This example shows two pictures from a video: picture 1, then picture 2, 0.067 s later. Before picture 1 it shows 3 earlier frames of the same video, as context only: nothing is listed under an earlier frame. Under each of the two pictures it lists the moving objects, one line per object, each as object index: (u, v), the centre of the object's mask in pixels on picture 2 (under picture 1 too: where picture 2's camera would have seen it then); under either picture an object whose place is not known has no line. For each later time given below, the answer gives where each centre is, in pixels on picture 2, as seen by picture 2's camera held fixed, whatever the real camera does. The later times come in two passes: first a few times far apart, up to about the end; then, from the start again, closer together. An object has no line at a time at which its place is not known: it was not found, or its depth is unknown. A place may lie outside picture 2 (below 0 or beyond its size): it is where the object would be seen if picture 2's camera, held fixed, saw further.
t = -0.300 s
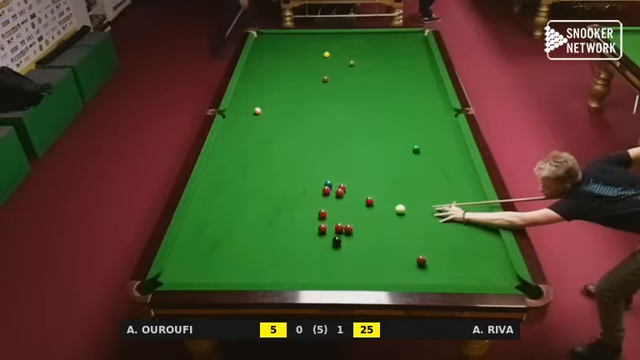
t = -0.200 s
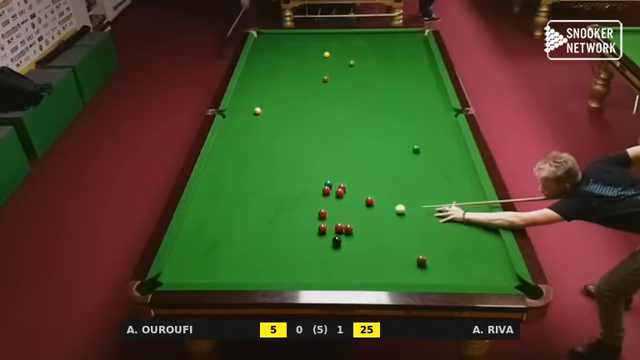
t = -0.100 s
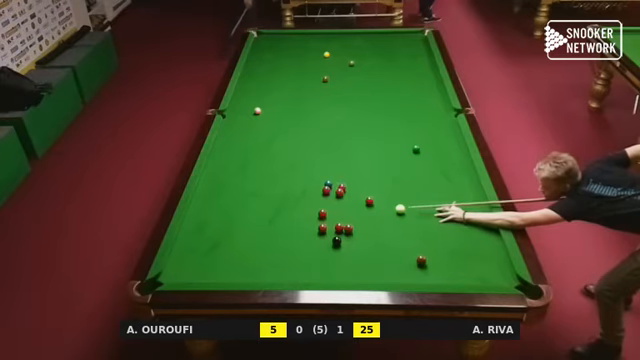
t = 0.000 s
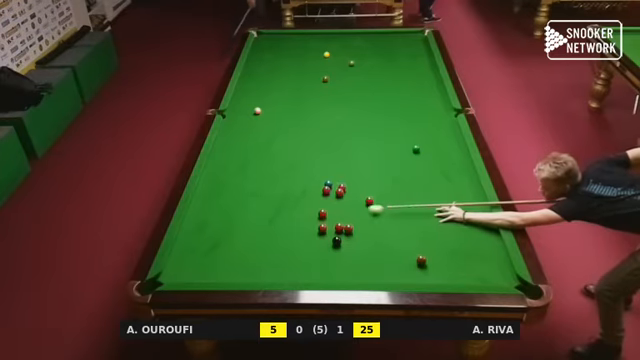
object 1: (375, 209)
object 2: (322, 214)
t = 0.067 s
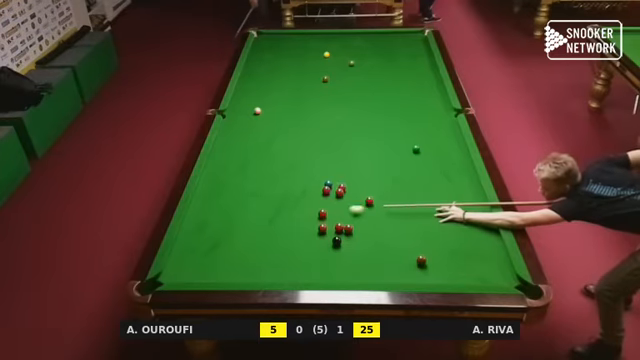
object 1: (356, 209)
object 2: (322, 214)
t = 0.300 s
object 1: (317, 202)
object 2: (295, 223)
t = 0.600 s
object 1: (284, 189)
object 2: (248, 239)
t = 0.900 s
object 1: (255, 177)
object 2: (200, 256)
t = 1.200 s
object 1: (228, 166)
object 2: (181, 271)
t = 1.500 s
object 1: (217, 157)
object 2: (208, 277)
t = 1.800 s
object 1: (237, 151)
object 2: (234, 273)
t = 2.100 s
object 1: (256, 145)
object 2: (259, 266)
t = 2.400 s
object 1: (273, 141)
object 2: (281, 261)
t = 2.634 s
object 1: (288, 136)
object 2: (301, 256)
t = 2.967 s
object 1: (302, 132)
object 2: (320, 251)
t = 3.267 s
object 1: (315, 128)
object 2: (335, 249)
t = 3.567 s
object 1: (326, 124)
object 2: (346, 250)
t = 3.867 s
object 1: (336, 121)
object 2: (356, 252)
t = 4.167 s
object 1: (346, 118)
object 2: (364, 253)
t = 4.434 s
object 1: (353, 116)
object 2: (370, 255)
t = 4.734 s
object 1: (361, 113)
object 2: (376, 255)
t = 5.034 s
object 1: (368, 112)
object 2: (380, 256)
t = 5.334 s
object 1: (374, 110)
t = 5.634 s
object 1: (379, 108)
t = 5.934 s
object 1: (383, 107)
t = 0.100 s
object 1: (347, 209)
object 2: (322, 214)
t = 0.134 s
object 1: (337, 210)
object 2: (322, 214)
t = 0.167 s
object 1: (329, 209)
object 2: (321, 214)
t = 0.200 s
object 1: (327, 207)
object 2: (314, 217)
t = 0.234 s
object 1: (324, 205)
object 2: (307, 219)
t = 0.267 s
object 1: (321, 204)
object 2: (301, 221)
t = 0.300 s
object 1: (317, 202)
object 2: (295, 223)
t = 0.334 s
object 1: (313, 200)
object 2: (290, 225)
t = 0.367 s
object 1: (309, 199)
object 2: (285, 227)
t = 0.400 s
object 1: (306, 197)
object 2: (280, 229)
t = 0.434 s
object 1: (302, 196)
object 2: (275, 230)
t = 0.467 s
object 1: (298, 194)
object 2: (269, 232)
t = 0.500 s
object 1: (295, 193)
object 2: (264, 234)
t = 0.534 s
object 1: (291, 191)
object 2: (259, 235)
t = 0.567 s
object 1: (288, 190)
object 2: (254, 237)
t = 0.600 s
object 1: (284, 189)
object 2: (248, 239)
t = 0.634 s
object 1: (281, 187)
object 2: (243, 241)
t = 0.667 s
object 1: (277, 186)
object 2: (238, 243)
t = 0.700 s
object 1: (274, 184)
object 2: (232, 245)
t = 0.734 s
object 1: (271, 183)
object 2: (227, 246)
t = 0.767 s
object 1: (268, 182)
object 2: (221, 248)
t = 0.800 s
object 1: (264, 180)
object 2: (216, 250)
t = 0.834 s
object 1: (261, 179)
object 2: (211, 252)
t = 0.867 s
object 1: (258, 178)
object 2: (205, 254)
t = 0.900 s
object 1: (255, 177)
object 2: (200, 256)
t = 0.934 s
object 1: (252, 176)
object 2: (194, 258)
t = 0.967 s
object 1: (249, 174)
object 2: (188, 260)
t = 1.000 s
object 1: (246, 173)
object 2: (182, 262)
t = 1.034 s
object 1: (243, 172)
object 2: (177, 264)
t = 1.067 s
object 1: (240, 171)
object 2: (171, 266)
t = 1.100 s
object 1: (237, 169)
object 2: (171, 268)
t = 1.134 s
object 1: (234, 168)
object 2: (174, 269)
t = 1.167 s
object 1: (231, 167)
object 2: (178, 270)
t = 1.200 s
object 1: (228, 166)
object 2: (181, 271)
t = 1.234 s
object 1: (226, 165)
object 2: (184, 272)
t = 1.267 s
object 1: (223, 164)
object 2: (186, 273)
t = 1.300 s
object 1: (220, 163)
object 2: (190, 274)
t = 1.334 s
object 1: (217, 162)
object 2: (193, 275)
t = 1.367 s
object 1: (215, 161)
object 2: (196, 276)
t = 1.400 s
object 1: (212, 160)
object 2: (199, 277)
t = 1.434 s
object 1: (212, 159)
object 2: (202, 277)
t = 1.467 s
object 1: (214, 158)
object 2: (205, 277)
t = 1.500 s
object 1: (217, 157)
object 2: (208, 277)
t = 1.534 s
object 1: (219, 157)
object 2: (211, 276)
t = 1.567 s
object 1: (221, 156)
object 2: (214, 276)
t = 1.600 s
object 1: (224, 155)
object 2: (217, 276)
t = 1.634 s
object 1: (226, 154)
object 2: (220, 275)
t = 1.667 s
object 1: (228, 154)
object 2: (223, 275)
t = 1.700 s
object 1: (231, 153)
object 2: (226, 274)
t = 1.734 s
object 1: (233, 152)
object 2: (228, 274)
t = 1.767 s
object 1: (235, 152)
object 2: (231, 273)
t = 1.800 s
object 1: (237, 151)
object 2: (234, 273)
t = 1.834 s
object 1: (239, 150)
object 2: (237, 272)
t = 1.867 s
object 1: (241, 150)
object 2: (239, 272)
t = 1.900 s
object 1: (244, 149)
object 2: (242, 271)
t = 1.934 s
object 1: (246, 149)
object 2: (245, 270)
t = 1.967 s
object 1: (248, 148)
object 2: (248, 269)
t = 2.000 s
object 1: (250, 147)
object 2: (250, 269)
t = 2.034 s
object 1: (252, 147)
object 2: (253, 268)
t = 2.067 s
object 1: (254, 146)
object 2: (256, 267)
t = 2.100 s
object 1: (256, 145)
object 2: (259, 266)
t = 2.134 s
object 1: (258, 145)
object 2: (261, 266)
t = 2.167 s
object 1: (260, 144)
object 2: (263, 265)
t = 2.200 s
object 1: (261, 144)
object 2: (266, 264)
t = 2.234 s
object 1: (263, 143)
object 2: (269, 264)
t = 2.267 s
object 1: (265, 143)
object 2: (271, 263)
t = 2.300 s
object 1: (267, 142)
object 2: (274, 263)
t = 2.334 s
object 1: (269, 141)
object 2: (276, 262)
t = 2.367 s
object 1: (271, 141)
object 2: (279, 262)
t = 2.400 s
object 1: (273, 141)
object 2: (281, 261)
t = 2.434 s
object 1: (274, 140)
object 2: (283, 260)
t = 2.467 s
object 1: (276, 140)
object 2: (285, 260)
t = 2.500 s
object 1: (278, 139)
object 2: (287, 259)
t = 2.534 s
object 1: (280, 138)
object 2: (290, 258)
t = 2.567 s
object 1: (283, 137)
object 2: (295, 257)
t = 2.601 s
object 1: (287, 136)
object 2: (299, 256)
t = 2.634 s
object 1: (288, 136)
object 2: (301, 256)
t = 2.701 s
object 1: (291, 135)
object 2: (305, 255)
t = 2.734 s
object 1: (293, 134)
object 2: (308, 254)
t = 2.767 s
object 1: (294, 134)
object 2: (310, 254)
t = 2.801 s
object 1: (296, 133)
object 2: (311, 253)
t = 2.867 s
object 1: (297, 133)
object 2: (314, 253)
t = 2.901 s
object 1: (299, 132)
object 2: (316, 252)
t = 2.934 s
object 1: (301, 132)
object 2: (318, 252)
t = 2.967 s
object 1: (302, 132)
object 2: (320, 251)
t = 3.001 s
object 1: (303, 131)
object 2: (322, 250)
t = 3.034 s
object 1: (305, 131)
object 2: (324, 250)
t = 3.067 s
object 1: (306, 130)
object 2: (326, 250)
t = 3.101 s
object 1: (308, 130)
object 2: (327, 249)
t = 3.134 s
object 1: (309, 129)
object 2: (330, 249)
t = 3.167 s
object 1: (311, 129)
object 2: (331, 248)
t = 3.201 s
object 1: (312, 129)
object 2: (333, 248)
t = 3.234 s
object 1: (313, 128)
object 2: (334, 248)
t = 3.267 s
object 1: (315, 128)
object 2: (335, 249)
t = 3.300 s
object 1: (316, 127)
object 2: (337, 249)
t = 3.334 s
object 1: (317, 127)
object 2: (338, 249)
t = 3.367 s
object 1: (319, 126)
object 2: (339, 249)
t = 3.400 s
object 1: (320, 126)
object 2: (340, 249)
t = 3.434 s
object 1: (321, 126)
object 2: (341, 249)
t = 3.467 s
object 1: (322, 125)
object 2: (343, 249)
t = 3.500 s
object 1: (324, 125)
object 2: (344, 250)
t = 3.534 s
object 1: (325, 125)
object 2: (345, 250)
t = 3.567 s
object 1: (326, 124)
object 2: (346, 250)
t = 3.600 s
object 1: (327, 124)
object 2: (348, 250)
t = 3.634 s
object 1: (328, 123)
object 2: (348, 251)
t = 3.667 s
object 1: (330, 123)
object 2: (350, 251)
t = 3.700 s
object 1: (331, 123)
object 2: (351, 251)
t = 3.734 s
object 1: (332, 122)
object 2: (352, 251)
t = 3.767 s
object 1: (333, 122)
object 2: (353, 251)
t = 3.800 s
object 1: (334, 122)
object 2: (354, 251)
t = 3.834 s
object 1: (335, 121)
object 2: (355, 252)
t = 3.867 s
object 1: (336, 121)
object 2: (356, 252)
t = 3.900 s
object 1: (337, 121)
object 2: (357, 252)
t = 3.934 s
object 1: (339, 120)
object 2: (358, 252)
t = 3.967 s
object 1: (340, 120)
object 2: (359, 253)
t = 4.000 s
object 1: (341, 120)
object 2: (360, 253)
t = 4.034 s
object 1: (342, 119)
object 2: (360, 253)
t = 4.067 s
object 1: (343, 119)
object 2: (361, 253)
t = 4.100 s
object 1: (344, 119)
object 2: (362, 253)
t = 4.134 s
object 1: (345, 119)
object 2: (363, 253)
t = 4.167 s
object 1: (346, 118)
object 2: (364, 253)
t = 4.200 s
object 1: (347, 118)
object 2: (365, 254)
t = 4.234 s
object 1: (348, 118)
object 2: (366, 254)
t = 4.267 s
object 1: (349, 117)
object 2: (367, 254)
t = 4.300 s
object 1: (350, 117)
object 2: (367, 254)
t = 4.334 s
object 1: (351, 117)
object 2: (368, 254)
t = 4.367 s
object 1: (351, 116)
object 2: (369, 254)
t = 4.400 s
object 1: (352, 116)
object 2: (370, 255)
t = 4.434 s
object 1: (353, 116)
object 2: (370, 255)
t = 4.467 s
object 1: (354, 116)
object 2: (371, 255)
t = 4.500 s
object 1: (355, 115)
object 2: (372, 255)
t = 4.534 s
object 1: (356, 115)
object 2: (372, 255)
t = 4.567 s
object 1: (357, 115)
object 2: (373, 255)
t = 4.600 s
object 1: (358, 115)
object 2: (373, 255)
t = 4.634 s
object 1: (359, 115)
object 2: (374, 255)
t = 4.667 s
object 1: (359, 114)
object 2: (375, 256)
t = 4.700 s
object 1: (360, 114)
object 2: (375, 256)
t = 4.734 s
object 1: (361, 113)
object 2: (376, 255)
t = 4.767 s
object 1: (362, 113)
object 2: (376, 256)
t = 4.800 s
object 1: (363, 113)
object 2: (377, 256)
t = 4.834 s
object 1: (364, 113)
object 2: (377, 256)
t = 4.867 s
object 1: (364, 113)
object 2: (377, 256)
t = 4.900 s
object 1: (365, 113)
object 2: (378, 256)
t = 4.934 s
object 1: (366, 112)
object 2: (378, 257)
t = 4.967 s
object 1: (367, 112)
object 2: (379, 256)
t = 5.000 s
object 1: (367, 112)
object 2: (379, 256)
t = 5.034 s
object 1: (368, 112)
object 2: (380, 256)
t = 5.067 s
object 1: (369, 111)
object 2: (380, 256)
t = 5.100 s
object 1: (369, 111)
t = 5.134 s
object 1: (370, 111)
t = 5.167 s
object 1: (371, 111)
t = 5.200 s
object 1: (371, 111)
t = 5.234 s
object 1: (372, 110)
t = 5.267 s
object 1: (373, 110)
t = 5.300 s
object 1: (373, 110)
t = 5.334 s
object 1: (374, 110)
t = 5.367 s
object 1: (374, 110)
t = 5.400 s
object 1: (375, 110)
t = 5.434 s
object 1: (376, 109)
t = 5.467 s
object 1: (376, 109)
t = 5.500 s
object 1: (377, 109)
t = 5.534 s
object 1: (377, 109)
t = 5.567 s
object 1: (378, 109)
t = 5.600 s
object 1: (379, 109)
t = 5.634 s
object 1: (379, 108)
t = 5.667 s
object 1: (380, 108)
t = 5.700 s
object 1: (380, 108)
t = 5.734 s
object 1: (381, 108)
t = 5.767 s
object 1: (381, 108)
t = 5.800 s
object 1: (381, 108)
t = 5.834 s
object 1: (382, 108)
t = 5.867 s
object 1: (382, 108)
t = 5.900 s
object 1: (383, 107)
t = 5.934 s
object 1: (383, 107)
